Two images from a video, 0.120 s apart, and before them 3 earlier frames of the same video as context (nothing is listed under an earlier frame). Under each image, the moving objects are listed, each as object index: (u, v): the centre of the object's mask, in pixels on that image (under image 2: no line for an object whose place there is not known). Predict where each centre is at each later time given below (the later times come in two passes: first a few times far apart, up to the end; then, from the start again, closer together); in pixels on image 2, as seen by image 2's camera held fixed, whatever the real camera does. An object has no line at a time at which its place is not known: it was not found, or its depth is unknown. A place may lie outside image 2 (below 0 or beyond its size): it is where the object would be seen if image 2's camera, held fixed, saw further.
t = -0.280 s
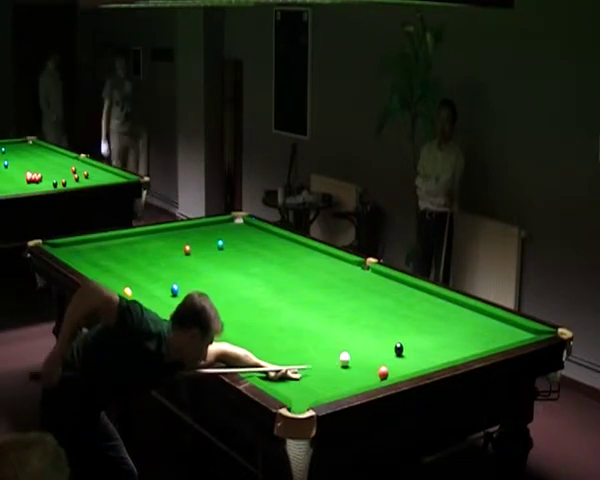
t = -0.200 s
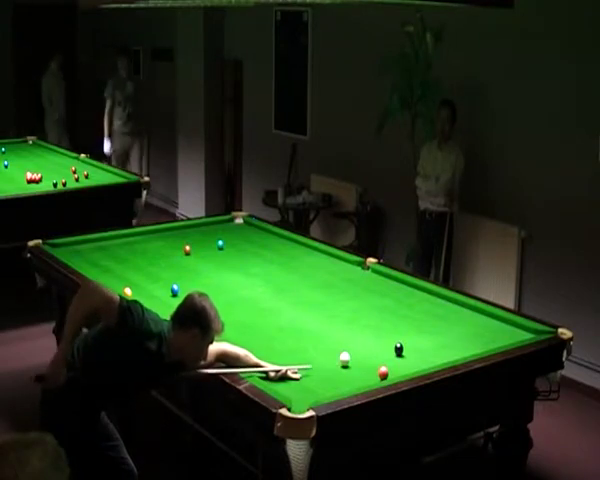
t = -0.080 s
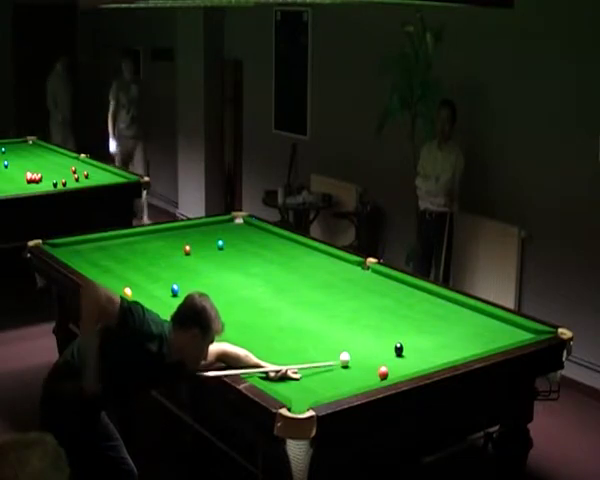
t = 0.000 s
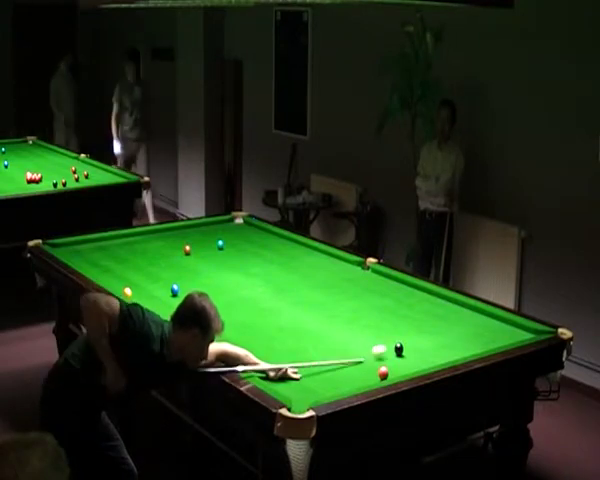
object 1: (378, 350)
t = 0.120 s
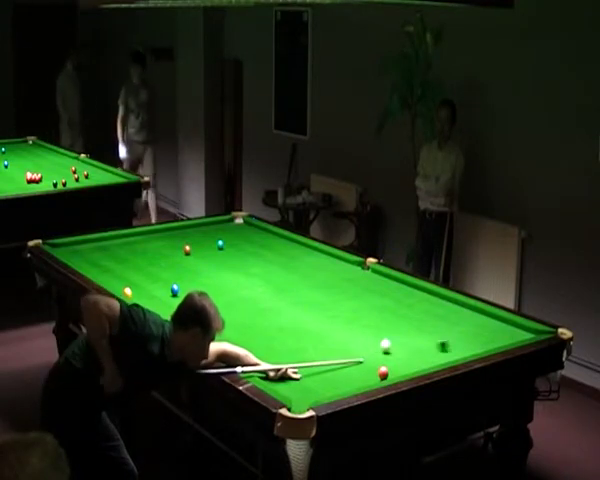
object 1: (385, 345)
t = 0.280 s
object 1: (373, 342)
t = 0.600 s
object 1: (347, 337)
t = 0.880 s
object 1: (326, 333)
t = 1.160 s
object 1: (307, 330)
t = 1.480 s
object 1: (287, 326)
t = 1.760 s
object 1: (272, 323)
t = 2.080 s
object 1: (255, 320)
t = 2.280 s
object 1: (246, 319)
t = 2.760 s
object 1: (225, 312)
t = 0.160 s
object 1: (383, 344)
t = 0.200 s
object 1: (380, 343)
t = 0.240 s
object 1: (377, 342)
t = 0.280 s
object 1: (373, 342)
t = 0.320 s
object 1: (370, 341)
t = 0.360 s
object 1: (366, 340)
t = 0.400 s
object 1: (363, 340)
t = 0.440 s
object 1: (360, 339)
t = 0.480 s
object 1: (357, 339)
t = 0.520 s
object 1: (353, 338)
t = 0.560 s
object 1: (350, 338)
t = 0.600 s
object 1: (347, 337)
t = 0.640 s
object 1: (344, 336)
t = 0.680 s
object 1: (341, 336)
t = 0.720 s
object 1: (338, 335)
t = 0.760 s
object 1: (334, 335)
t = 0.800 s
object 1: (332, 334)
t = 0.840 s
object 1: (329, 334)
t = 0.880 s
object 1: (326, 333)
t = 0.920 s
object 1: (323, 333)
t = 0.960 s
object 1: (320, 332)
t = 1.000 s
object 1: (317, 332)
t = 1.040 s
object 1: (315, 331)
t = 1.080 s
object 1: (312, 331)
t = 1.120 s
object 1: (309, 330)
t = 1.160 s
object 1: (307, 330)
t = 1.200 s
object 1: (304, 329)
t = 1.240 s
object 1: (301, 329)
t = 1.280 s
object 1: (299, 326)
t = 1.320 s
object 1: (297, 328)
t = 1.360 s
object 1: (294, 327)
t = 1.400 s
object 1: (292, 327)
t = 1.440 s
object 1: (289, 326)
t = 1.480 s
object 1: (287, 326)
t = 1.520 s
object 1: (285, 326)
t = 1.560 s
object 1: (282, 325)
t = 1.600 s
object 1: (280, 325)
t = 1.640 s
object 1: (278, 325)
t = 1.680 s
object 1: (275, 324)
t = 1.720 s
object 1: (273, 323)
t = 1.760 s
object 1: (272, 323)
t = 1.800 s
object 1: (269, 323)
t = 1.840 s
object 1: (267, 322)
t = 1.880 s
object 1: (265, 322)
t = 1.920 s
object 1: (263, 321)
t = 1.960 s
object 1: (261, 322)
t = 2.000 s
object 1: (259, 321)
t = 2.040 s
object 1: (257, 320)
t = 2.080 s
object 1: (255, 320)
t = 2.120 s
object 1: (253, 320)
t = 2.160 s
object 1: (252, 319)
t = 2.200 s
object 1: (250, 319)
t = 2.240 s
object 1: (248, 318)
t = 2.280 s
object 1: (246, 319)
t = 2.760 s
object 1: (225, 312)
